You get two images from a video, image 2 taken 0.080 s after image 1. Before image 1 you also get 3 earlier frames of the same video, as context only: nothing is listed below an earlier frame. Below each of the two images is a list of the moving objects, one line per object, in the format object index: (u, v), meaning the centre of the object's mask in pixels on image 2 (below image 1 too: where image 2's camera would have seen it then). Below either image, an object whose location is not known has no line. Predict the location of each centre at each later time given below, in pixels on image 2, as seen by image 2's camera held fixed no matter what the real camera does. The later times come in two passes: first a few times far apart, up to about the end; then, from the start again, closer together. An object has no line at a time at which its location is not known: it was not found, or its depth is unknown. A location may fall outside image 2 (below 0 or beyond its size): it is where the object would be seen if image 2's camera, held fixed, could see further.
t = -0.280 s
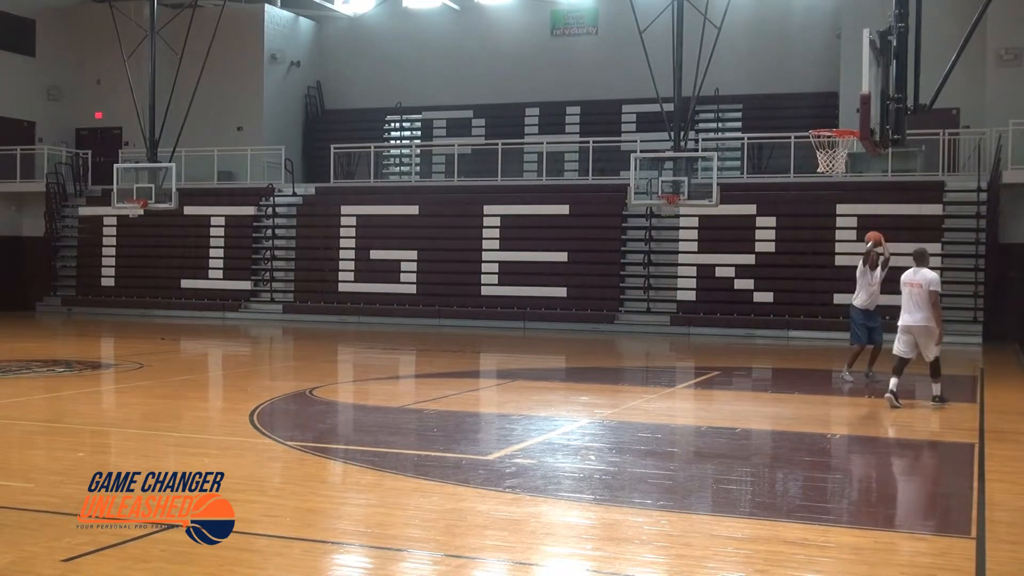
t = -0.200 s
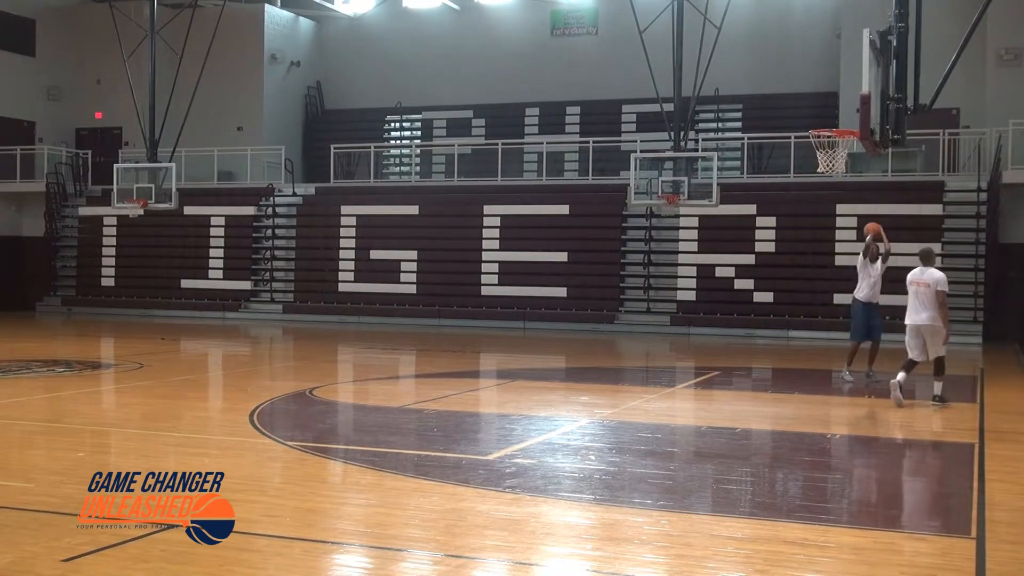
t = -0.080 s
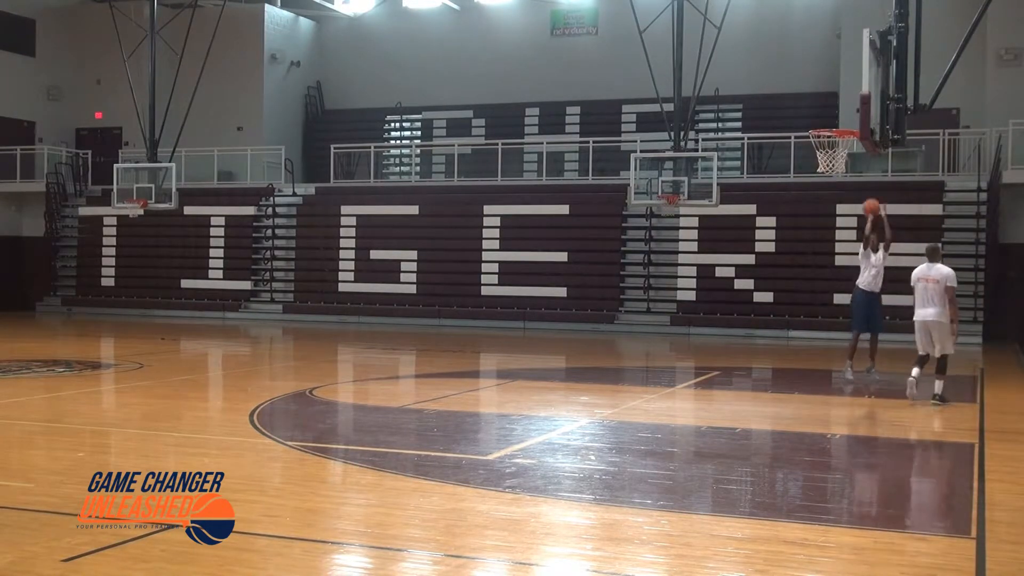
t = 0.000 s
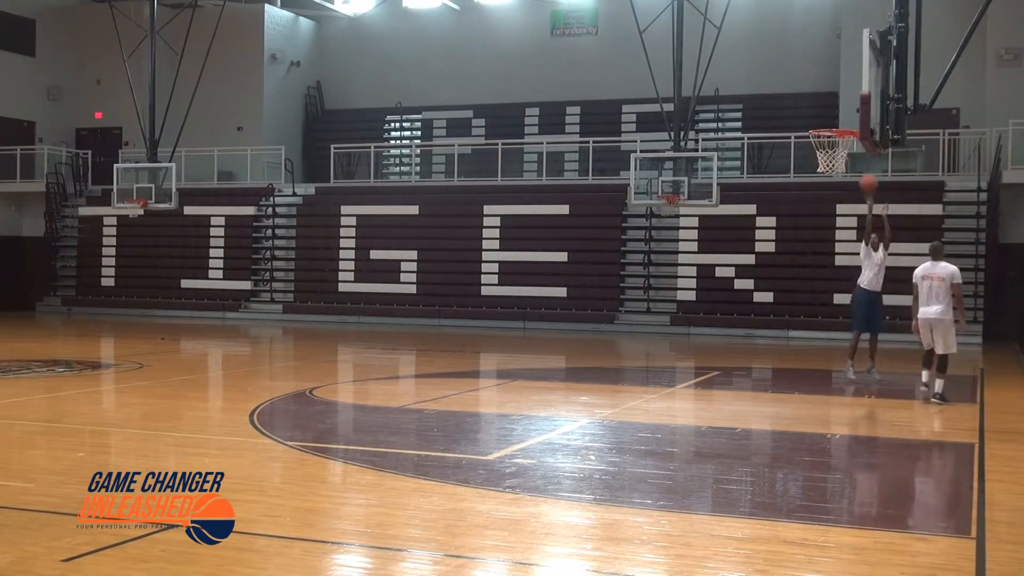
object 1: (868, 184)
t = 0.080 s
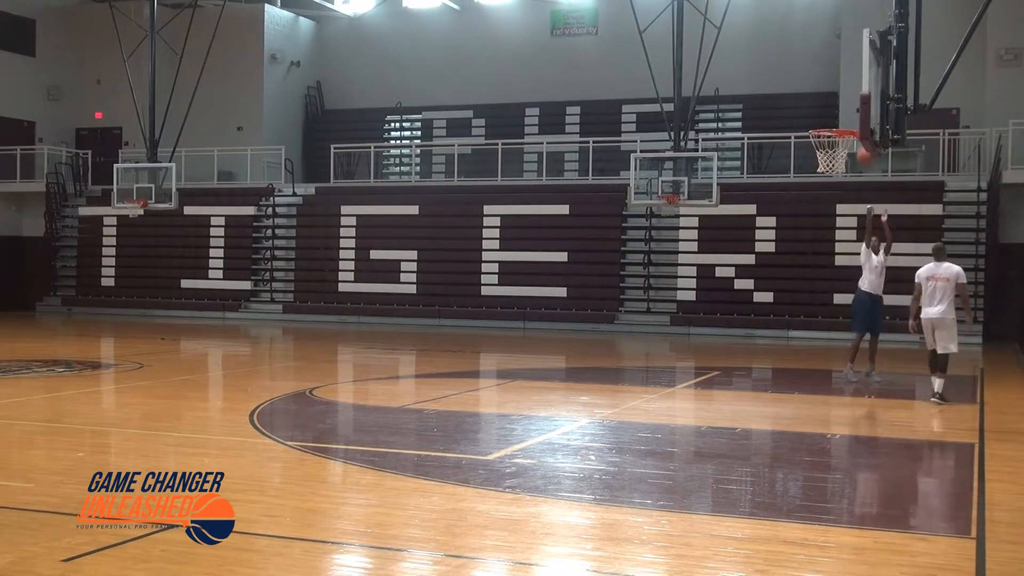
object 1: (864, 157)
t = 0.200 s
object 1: (856, 122)
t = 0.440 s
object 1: (851, 84)
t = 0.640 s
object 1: (840, 84)
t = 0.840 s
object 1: (826, 119)
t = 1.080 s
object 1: (812, 76)
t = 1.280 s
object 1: (799, 67)
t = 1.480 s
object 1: (784, 94)
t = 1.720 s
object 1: (766, 176)
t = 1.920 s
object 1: (751, 288)
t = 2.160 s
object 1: (731, 371)
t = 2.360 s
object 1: (716, 289)
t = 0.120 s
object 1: (858, 146)
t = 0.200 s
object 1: (856, 122)
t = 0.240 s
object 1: (855, 114)
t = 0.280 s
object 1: (854, 105)
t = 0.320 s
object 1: (854, 99)
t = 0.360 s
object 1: (853, 93)
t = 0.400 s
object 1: (852, 88)
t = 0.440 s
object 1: (851, 84)
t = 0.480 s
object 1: (848, 82)
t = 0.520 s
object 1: (846, 81)
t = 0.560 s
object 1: (844, 81)
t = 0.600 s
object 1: (842, 82)
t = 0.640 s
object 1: (840, 84)
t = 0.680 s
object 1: (837, 89)
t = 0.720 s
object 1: (834, 95)
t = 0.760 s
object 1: (832, 102)
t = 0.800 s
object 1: (829, 111)
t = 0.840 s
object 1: (826, 119)
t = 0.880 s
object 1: (824, 120)
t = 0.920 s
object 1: (822, 109)
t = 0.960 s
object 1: (820, 99)
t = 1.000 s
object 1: (817, 90)
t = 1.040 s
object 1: (815, 83)
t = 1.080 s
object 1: (812, 76)
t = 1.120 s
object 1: (810, 72)
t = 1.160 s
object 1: (807, 68)
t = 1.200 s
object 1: (804, 66)
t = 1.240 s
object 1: (802, 66)
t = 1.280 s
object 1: (799, 67)
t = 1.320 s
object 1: (797, 69)
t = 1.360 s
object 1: (794, 73)
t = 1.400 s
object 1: (791, 78)
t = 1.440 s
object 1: (788, 86)
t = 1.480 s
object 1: (784, 94)
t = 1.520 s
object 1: (782, 104)
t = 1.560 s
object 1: (779, 115)
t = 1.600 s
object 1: (776, 127)
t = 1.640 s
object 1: (772, 143)
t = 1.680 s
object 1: (769, 159)
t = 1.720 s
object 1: (766, 176)
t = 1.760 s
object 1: (763, 195)
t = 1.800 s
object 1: (760, 217)
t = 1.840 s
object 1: (756, 239)
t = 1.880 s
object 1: (754, 264)
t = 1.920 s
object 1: (751, 288)
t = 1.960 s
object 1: (747, 316)
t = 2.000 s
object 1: (744, 345)
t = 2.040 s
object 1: (740, 375)
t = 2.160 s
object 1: (731, 371)
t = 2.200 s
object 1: (728, 351)
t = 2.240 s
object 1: (726, 332)
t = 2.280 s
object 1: (722, 317)
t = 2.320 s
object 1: (719, 303)
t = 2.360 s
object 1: (716, 289)
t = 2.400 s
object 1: (713, 278)
